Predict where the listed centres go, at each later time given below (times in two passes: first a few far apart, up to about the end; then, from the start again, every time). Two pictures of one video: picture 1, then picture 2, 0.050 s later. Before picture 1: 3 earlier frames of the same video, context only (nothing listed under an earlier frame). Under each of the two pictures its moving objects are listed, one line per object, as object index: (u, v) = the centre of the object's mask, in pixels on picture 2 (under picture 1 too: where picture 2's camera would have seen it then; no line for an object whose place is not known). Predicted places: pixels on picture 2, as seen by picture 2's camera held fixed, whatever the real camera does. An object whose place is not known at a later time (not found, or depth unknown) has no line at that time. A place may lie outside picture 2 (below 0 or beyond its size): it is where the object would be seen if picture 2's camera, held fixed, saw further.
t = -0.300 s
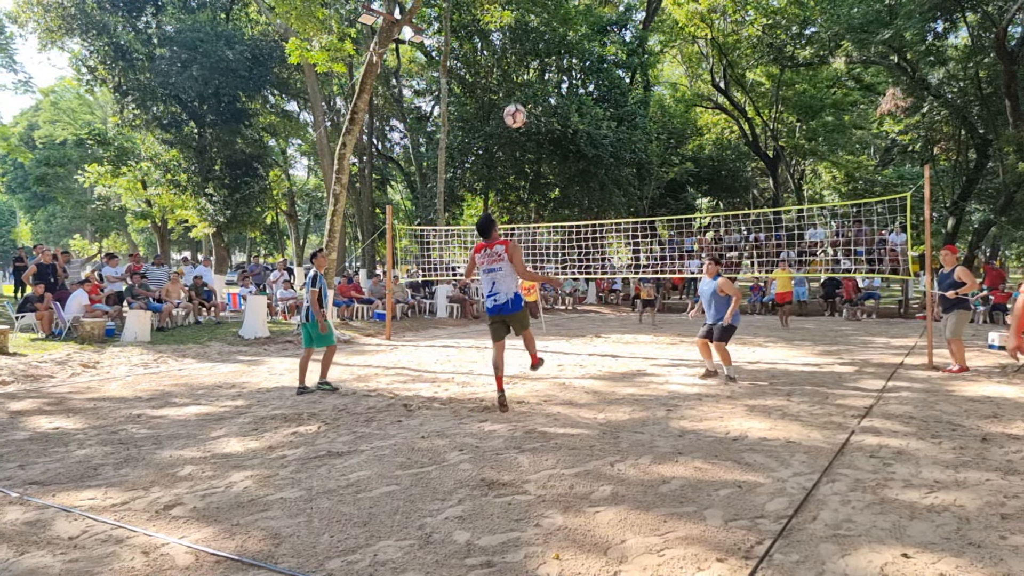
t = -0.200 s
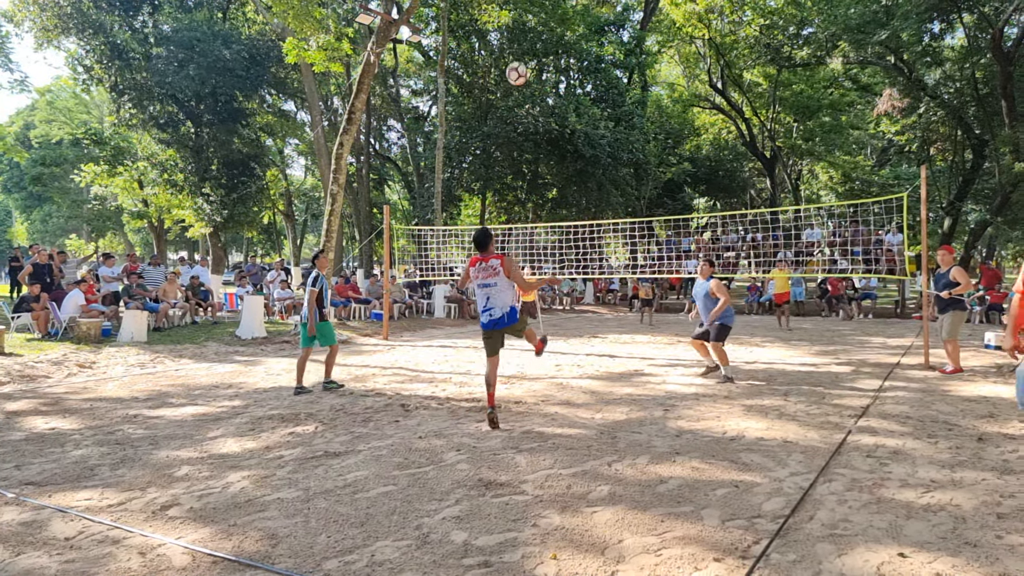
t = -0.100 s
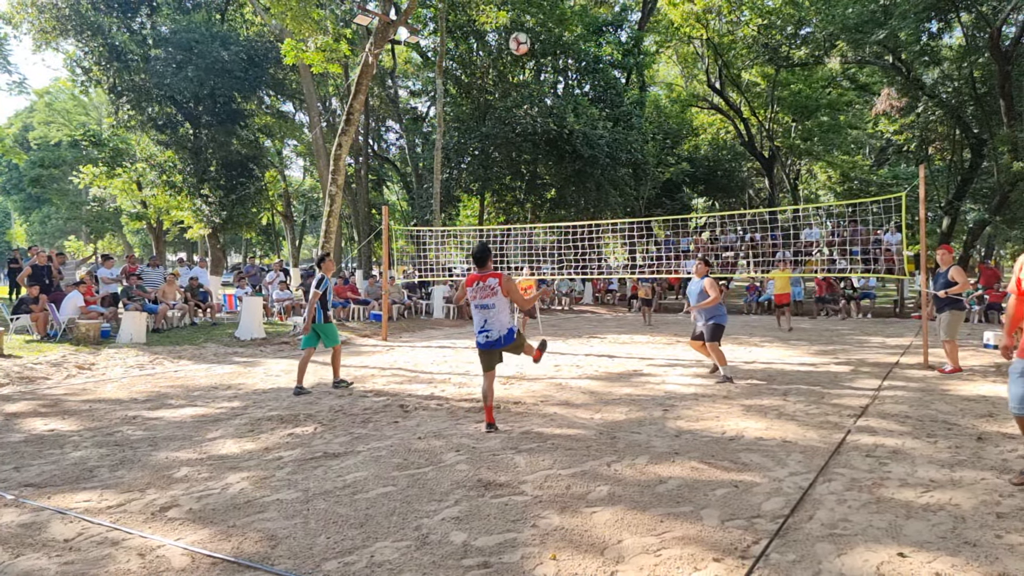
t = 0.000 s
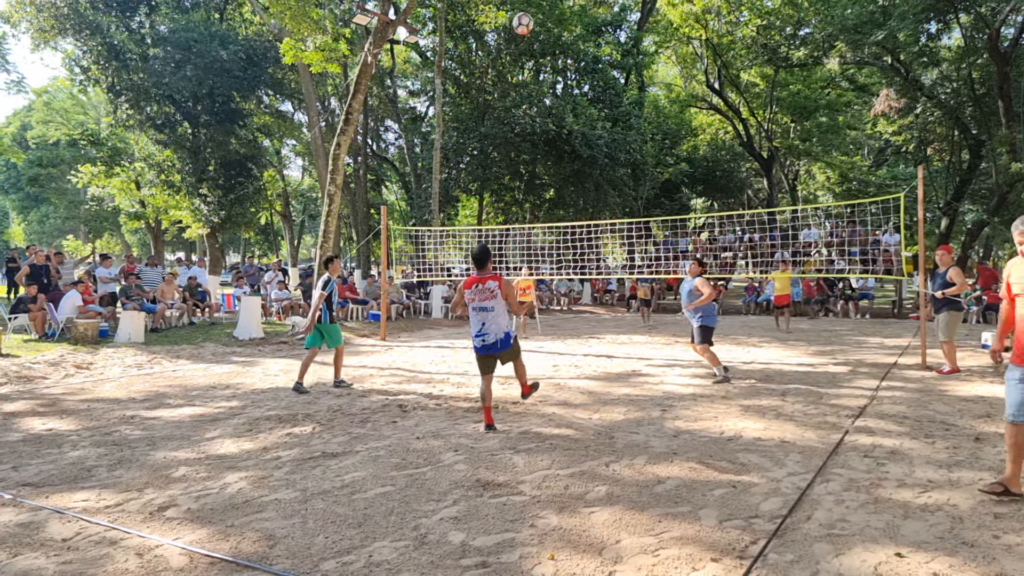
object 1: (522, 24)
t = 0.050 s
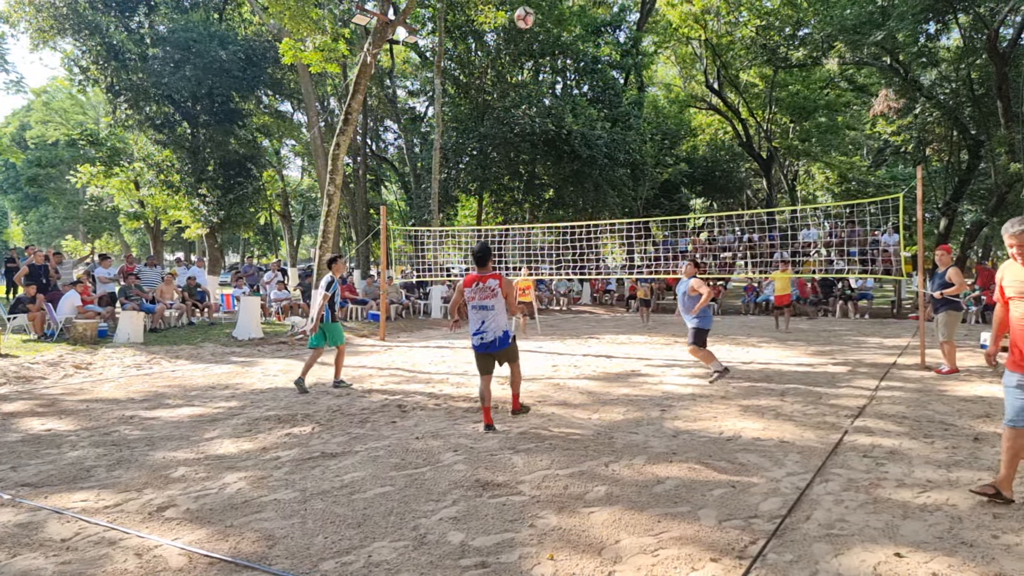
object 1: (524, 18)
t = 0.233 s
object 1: (532, 14)
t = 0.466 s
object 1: (543, 51)
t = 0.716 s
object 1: (554, 131)
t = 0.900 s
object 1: (562, 211)
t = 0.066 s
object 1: (525, 16)
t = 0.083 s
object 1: (526, 15)
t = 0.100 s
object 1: (526, 14)
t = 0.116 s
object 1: (527, 13)
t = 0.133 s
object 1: (528, 13)
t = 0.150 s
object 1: (529, 12)
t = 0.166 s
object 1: (529, 12)
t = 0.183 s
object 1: (530, 12)
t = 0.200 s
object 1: (531, 13)
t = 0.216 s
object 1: (531, 14)
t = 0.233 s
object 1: (532, 14)
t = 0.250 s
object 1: (533, 16)
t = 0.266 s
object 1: (534, 17)
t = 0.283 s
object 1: (535, 19)
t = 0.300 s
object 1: (535, 21)
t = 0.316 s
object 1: (536, 23)
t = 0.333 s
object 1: (537, 25)
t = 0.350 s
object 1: (538, 28)
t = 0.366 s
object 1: (538, 30)
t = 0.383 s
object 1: (539, 33)
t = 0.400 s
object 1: (540, 36)
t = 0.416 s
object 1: (541, 40)
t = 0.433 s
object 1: (542, 43)
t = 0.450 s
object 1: (542, 47)
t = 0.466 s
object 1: (543, 51)
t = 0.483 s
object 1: (544, 55)
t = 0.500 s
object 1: (545, 60)
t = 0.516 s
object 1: (545, 64)
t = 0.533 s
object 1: (546, 68)
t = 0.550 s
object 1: (547, 74)
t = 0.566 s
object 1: (547, 78)
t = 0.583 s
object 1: (548, 83)
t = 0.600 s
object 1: (548, 89)
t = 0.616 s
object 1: (550, 94)
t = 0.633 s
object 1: (550, 100)
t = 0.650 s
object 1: (551, 105)
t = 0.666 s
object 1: (552, 111)
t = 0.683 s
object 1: (553, 118)
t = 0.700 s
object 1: (553, 124)
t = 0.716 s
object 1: (554, 131)
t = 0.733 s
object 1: (555, 137)
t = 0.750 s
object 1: (555, 144)
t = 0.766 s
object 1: (556, 151)
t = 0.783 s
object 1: (557, 158)
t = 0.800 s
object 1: (558, 165)
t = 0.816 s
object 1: (558, 172)
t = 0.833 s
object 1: (559, 180)
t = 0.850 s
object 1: (560, 188)
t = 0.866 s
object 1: (561, 195)
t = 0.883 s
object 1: (561, 203)
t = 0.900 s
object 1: (562, 211)
